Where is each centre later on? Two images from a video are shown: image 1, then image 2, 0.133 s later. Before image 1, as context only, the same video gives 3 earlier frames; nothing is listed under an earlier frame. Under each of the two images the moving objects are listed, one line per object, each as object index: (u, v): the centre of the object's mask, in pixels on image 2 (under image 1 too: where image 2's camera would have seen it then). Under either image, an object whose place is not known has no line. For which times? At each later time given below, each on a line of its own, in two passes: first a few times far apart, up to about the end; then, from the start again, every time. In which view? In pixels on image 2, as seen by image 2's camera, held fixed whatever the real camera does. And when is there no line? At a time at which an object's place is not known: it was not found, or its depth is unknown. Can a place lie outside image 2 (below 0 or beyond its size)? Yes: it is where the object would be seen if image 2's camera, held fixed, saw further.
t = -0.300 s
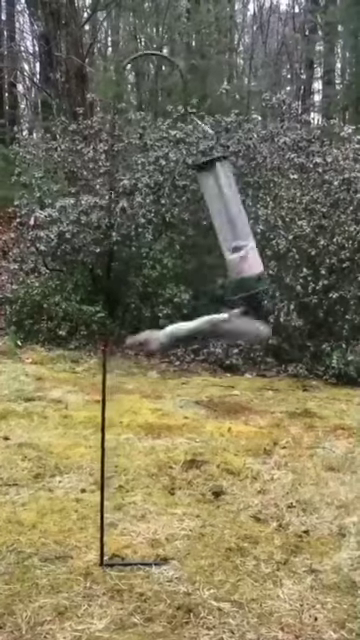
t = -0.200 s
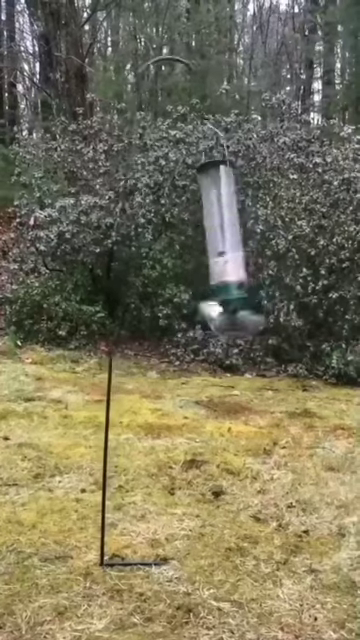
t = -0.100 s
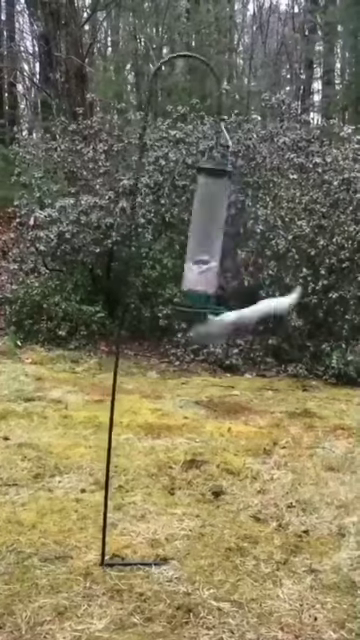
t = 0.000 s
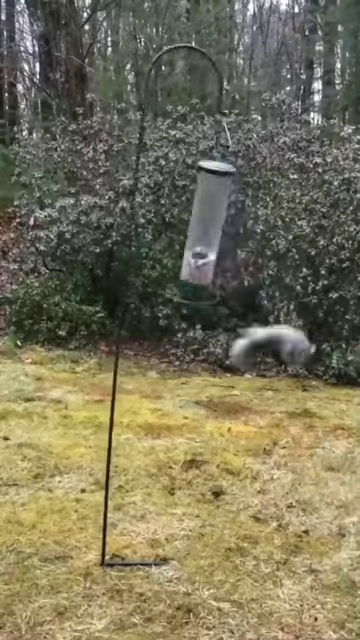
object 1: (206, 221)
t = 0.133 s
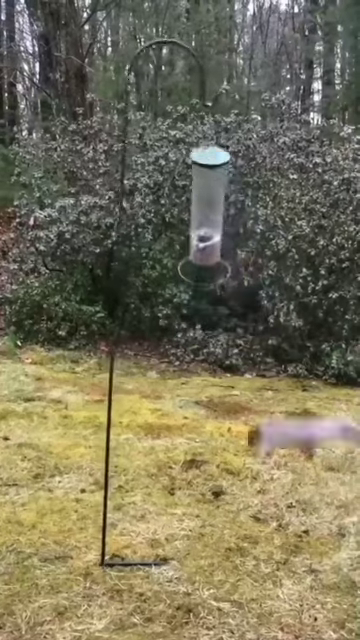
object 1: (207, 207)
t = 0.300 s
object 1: (212, 223)
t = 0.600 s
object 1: (219, 230)
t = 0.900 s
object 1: (210, 215)
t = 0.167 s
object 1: (207, 218)
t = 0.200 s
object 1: (208, 218)
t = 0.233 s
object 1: (208, 210)
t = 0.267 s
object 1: (210, 220)
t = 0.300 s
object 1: (212, 223)
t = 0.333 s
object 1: (211, 216)
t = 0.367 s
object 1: (212, 218)
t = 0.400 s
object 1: (213, 223)
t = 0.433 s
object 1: (214, 225)
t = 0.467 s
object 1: (216, 228)
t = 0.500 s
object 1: (216, 228)
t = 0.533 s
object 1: (217, 230)
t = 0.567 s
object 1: (218, 231)
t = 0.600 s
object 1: (219, 230)
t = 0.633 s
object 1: (219, 230)
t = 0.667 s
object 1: (219, 228)
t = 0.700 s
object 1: (218, 225)
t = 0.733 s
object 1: (217, 222)
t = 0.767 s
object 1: (216, 220)
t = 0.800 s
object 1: (214, 217)
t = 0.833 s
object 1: (213, 215)
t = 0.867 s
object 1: (211, 215)
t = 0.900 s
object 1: (210, 215)
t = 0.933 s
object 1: (209, 216)
